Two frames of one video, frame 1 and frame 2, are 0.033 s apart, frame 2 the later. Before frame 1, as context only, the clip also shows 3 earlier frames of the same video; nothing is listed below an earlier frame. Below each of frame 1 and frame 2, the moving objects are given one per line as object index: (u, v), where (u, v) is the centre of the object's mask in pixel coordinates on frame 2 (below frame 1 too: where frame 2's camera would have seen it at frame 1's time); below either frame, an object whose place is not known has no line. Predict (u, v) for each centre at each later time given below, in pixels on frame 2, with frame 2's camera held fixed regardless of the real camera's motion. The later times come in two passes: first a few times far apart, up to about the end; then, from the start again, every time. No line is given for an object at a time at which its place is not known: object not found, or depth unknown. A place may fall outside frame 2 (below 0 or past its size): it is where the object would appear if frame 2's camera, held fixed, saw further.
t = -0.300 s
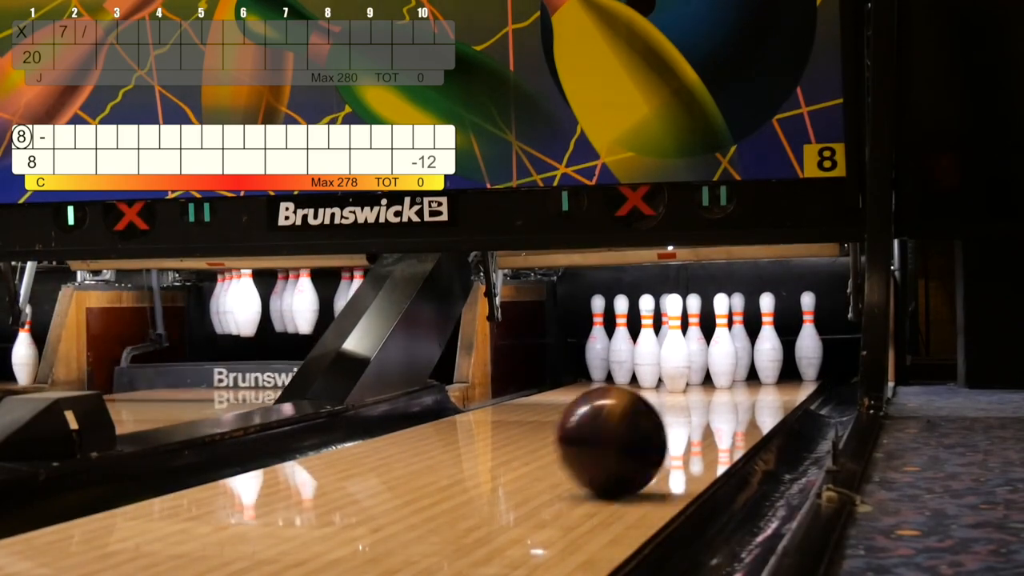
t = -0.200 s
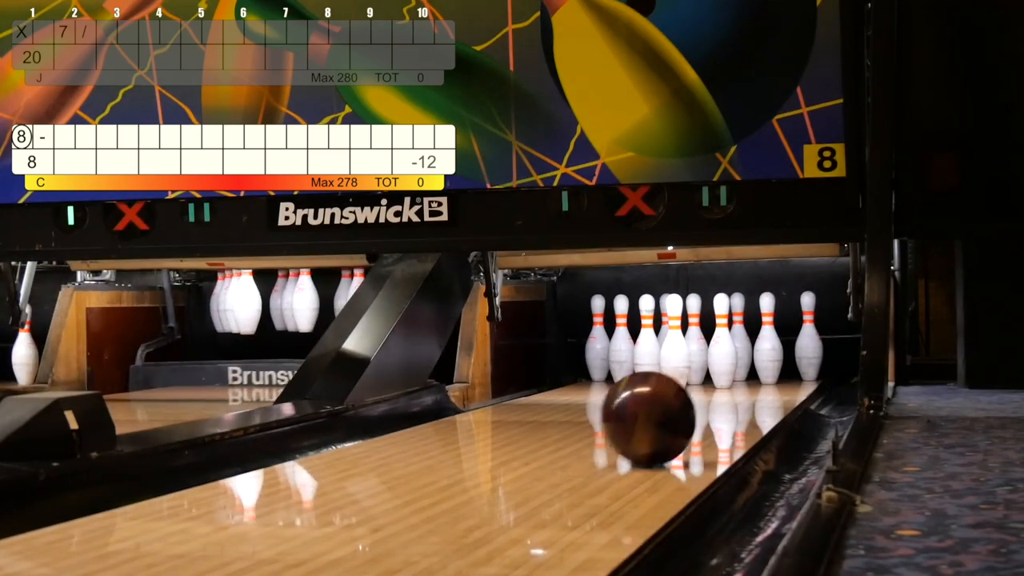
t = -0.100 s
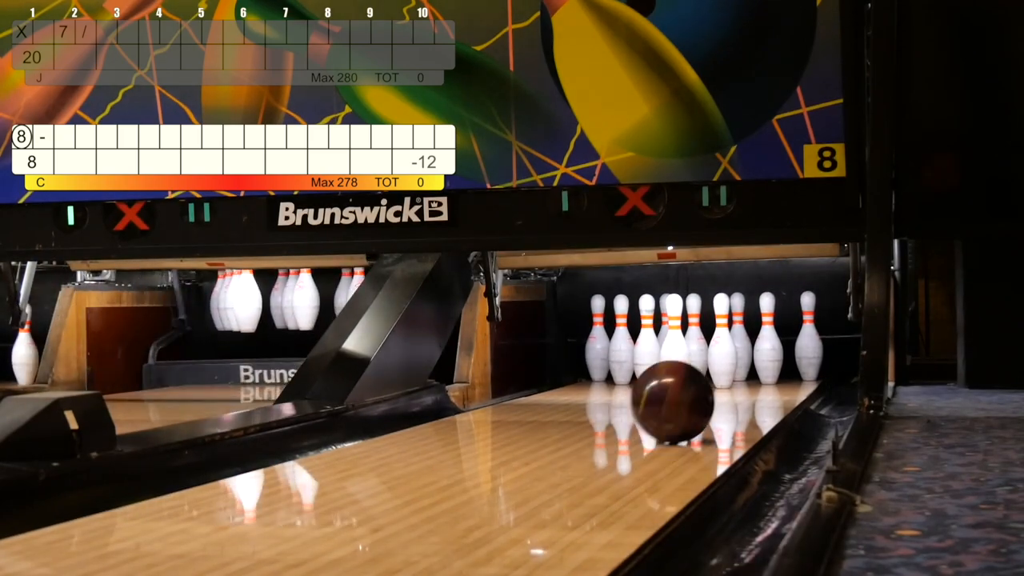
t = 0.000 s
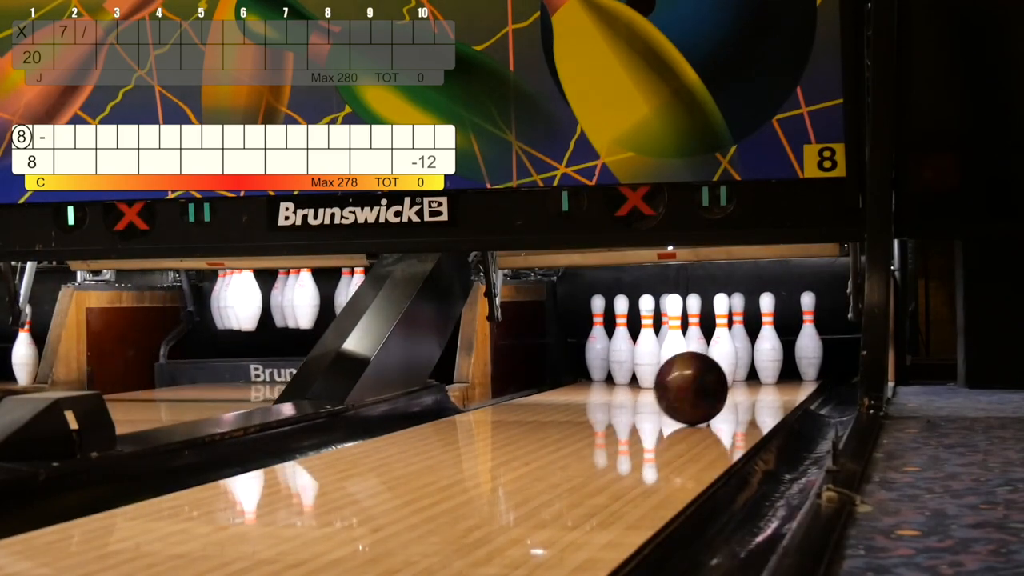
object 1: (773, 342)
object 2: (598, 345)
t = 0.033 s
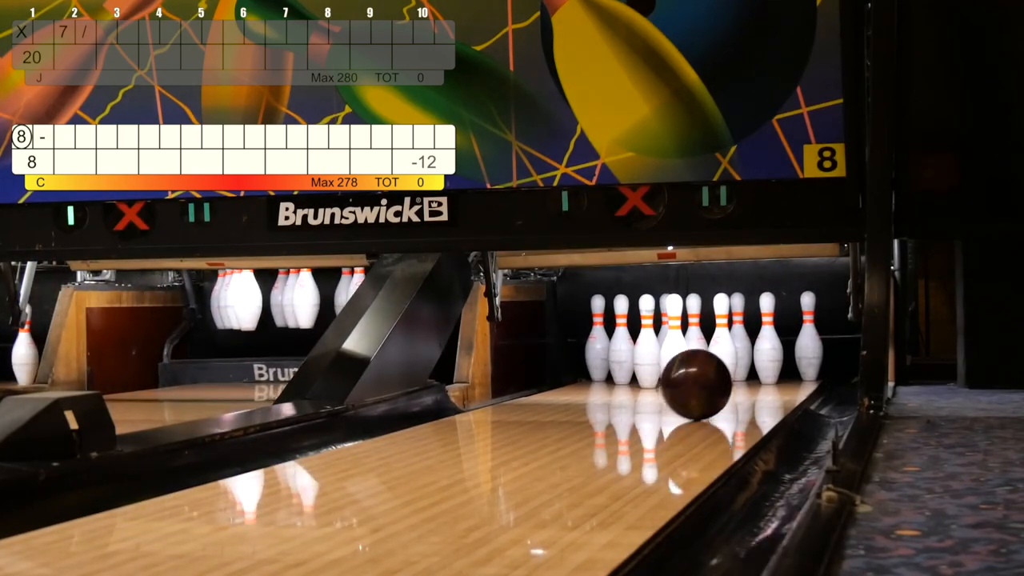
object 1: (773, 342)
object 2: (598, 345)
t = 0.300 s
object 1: (773, 344)
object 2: (598, 345)
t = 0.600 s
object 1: (855, 357)
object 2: (583, 357)
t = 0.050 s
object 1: (773, 342)
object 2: (598, 344)
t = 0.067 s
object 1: (773, 342)
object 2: (598, 345)
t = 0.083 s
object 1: (773, 342)
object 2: (598, 345)
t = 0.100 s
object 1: (773, 342)
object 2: (598, 345)
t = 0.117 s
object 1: (773, 342)
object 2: (598, 345)
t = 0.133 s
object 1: (773, 342)
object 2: (598, 345)
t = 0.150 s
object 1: (773, 343)
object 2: (598, 345)
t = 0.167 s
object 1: (773, 342)
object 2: (598, 344)
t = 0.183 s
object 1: (773, 343)
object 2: (598, 345)
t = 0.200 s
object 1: (773, 343)
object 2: (598, 345)
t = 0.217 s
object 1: (773, 343)
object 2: (598, 345)
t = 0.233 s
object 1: (773, 343)
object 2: (598, 345)
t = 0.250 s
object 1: (773, 343)
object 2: (598, 345)
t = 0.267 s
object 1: (773, 343)
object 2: (598, 345)
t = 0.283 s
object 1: (773, 343)
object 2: (598, 345)
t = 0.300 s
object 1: (773, 344)
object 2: (598, 345)
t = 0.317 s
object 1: (773, 343)
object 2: (598, 345)
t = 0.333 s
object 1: (774, 343)
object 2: (598, 345)
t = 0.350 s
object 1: (774, 344)
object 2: (598, 345)
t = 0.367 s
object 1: (774, 343)
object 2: (598, 345)
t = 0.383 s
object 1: (772, 338)
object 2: (598, 345)
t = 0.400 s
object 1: (781, 341)
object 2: (598, 345)
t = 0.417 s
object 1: (788, 338)
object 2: (597, 345)
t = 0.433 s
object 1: (799, 343)
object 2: (590, 344)
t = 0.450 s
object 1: (807, 344)
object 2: (581, 342)
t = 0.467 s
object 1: (814, 343)
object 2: (573, 342)
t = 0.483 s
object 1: (822, 342)
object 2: (563, 343)
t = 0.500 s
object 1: (830, 341)
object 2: (558, 341)
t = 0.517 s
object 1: (836, 339)
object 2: (556, 341)
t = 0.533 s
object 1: (841, 336)
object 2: (556, 345)
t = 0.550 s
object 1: (846, 333)
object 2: (562, 347)
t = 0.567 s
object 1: (854, 349)
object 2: (569, 349)
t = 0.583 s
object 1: (855, 362)
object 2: (577, 352)
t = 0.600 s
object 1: (855, 357)
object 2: (583, 357)
